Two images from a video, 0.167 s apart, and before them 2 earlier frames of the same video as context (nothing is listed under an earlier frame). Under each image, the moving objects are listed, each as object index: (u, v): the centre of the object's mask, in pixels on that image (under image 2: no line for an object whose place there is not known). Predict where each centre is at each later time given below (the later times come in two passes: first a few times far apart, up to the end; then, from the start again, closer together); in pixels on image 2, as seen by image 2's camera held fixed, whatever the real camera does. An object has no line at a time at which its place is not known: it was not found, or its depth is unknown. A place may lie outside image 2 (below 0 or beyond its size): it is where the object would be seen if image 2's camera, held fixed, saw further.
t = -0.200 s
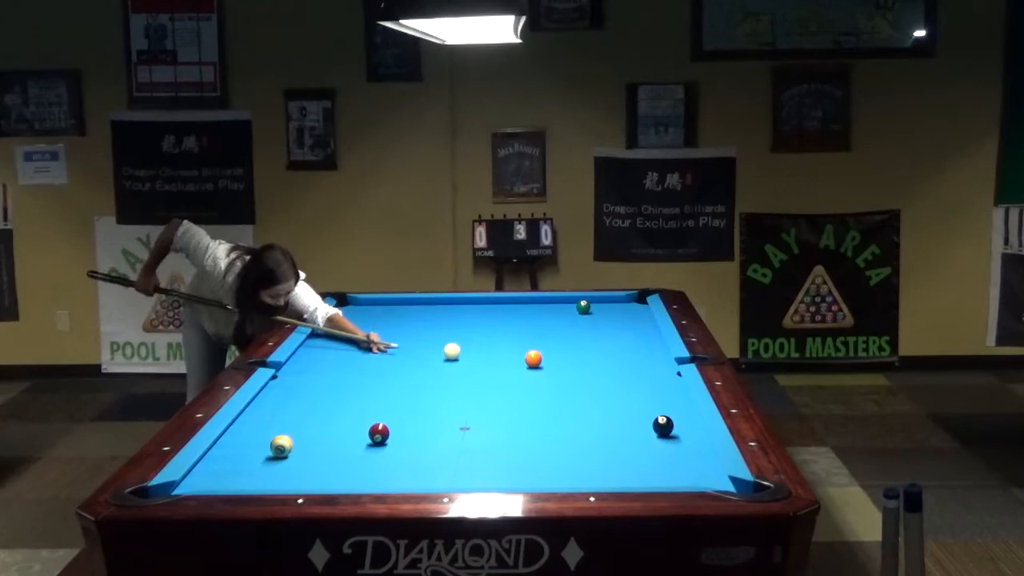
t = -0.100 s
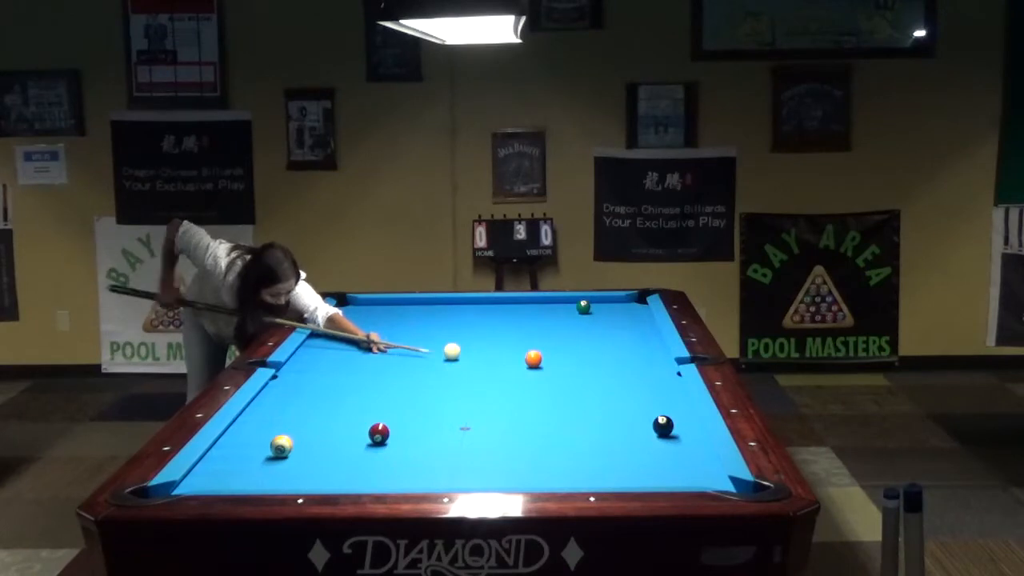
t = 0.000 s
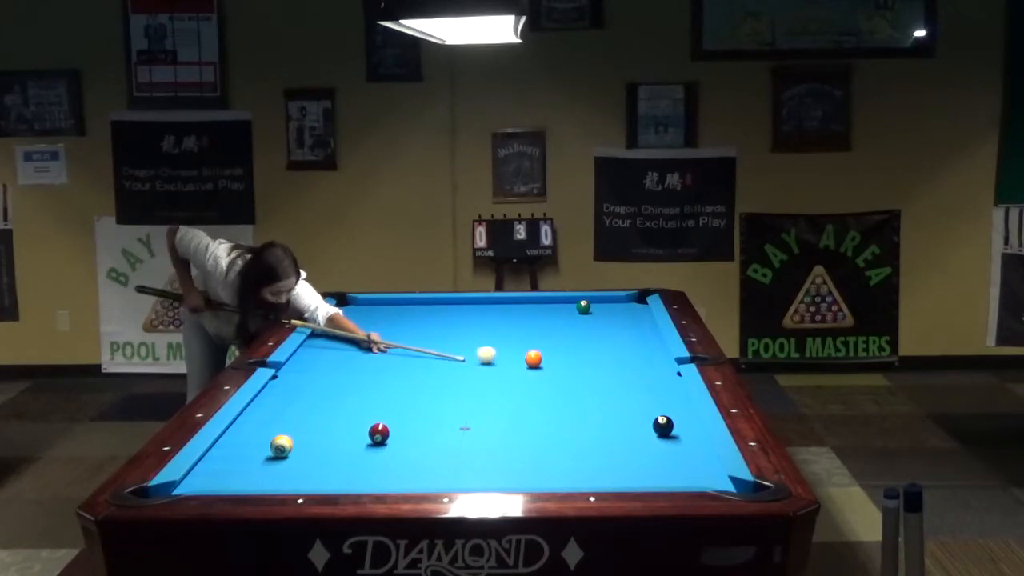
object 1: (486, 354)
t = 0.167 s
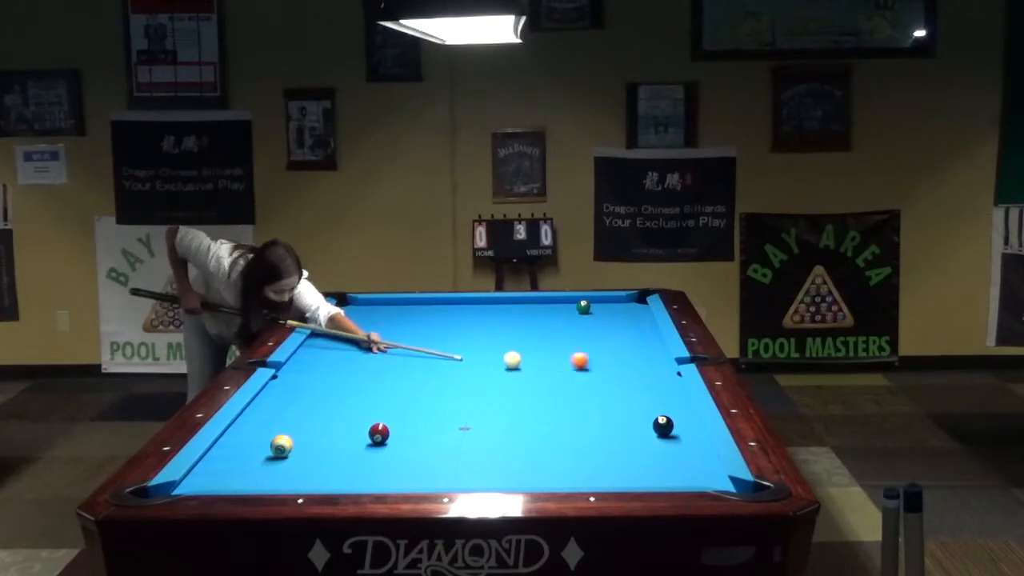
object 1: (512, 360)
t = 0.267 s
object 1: (504, 361)
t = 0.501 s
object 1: (487, 364)
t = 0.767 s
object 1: (468, 366)
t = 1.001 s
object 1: (453, 368)
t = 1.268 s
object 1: (436, 370)
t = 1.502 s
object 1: (423, 372)
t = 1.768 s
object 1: (409, 373)
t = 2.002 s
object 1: (398, 375)
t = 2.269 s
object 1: (387, 376)
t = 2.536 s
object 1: (377, 377)
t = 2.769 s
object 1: (369, 378)
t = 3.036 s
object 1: (362, 379)
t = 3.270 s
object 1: (357, 379)
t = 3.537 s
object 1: (353, 379)
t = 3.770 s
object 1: (350, 379)
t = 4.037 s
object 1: (349, 380)
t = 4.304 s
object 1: (349, 380)
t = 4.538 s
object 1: (349, 380)
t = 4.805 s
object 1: (349, 380)
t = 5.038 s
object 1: (350, 379)
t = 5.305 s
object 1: (349, 379)
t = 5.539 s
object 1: (349, 380)
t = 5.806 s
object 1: (349, 380)
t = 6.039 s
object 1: (349, 380)
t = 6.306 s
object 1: (349, 380)
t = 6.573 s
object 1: (349, 379)
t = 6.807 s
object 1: (349, 379)
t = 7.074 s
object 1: (349, 380)
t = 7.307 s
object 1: (349, 380)
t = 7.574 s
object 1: (349, 379)
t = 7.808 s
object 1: (349, 380)
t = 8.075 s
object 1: (349, 380)
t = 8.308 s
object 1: (349, 380)
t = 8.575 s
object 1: (349, 380)
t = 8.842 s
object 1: (349, 380)
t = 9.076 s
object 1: (349, 380)
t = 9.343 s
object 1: (349, 380)
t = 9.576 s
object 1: (349, 380)
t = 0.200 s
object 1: (510, 360)
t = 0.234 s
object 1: (507, 361)
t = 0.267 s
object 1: (504, 361)
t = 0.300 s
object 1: (502, 361)
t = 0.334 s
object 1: (499, 362)
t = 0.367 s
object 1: (497, 362)
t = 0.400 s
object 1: (494, 363)
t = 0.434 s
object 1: (492, 363)
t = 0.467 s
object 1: (489, 363)
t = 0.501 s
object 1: (487, 364)
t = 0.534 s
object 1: (485, 364)
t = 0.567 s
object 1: (482, 364)
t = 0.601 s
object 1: (480, 364)
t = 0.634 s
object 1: (477, 365)
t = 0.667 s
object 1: (475, 365)
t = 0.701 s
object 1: (473, 365)
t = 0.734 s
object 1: (470, 366)
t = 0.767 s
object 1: (468, 366)
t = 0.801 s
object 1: (466, 367)
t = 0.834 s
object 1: (464, 367)
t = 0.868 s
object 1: (461, 367)
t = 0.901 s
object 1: (459, 367)
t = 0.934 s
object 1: (457, 368)
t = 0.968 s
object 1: (455, 368)
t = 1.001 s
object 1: (453, 368)
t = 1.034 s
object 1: (451, 369)
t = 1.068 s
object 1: (449, 368)
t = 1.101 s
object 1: (447, 369)
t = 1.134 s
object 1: (445, 369)
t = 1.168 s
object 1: (442, 369)
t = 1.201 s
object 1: (440, 370)
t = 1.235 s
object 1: (438, 370)
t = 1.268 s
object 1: (436, 370)
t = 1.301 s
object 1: (435, 370)
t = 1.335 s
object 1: (433, 370)
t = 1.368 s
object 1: (431, 371)
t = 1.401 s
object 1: (429, 371)
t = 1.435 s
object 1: (427, 371)
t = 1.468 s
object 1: (425, 371)
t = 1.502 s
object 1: (423, 372)
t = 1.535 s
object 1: (421, 372)
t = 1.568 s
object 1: (419, 372)
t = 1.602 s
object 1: (418, 373)
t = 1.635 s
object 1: (416, 373)
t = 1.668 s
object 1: (414, 373)
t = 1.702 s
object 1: (412, 373)
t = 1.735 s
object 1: (411, 373)
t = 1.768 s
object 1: (409, 373)
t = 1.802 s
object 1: (407, 374)
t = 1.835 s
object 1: (406, 374)
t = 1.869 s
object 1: (404, 374)
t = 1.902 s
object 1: (403, 374)
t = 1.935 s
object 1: (401, 374)
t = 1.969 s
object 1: (400, 374)
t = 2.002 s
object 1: (398, 375)
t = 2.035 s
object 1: (396, 375)
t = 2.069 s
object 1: (395, 375)
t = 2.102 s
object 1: (393, 376)
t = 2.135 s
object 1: (392, 376)
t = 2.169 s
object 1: (391, 375)
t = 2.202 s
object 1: (389, 376)
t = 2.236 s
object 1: (388, 376)
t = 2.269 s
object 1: (387, 376)
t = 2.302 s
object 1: (385, 376)
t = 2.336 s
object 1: (384, 376)
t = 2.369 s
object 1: (383, 377)
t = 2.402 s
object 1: (381, 377)
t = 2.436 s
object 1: (380, 377)
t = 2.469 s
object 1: (379, 377)
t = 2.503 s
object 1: (378, 377)
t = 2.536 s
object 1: (377, 377)
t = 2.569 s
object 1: (375, 377)
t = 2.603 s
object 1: (374, 377)
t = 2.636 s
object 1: (373, 378)
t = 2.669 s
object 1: (372, 378)
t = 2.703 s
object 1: (371, 378)
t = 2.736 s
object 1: (370, 378)
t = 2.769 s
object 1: (369, 378)
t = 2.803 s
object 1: (368, 378)
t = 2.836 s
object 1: (367, 378)
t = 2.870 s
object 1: (366, 378)
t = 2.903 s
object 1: (365, 378)
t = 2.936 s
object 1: (364, 378)
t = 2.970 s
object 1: (363, 378)
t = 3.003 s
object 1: (362, 378)
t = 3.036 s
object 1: (362, 379)
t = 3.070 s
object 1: (361, 379)
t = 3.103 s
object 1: (360, 379)
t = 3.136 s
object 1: (359, 379)
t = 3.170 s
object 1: (359, 379)
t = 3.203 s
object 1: (358, 379)
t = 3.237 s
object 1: (357, 379)
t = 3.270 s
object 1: (357, 379)
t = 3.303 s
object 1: (356, 379)
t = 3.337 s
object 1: (356, 379)
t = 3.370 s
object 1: (355, 379)
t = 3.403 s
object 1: (355, 379)
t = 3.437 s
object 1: (354, 379)
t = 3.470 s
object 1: (354, 379)
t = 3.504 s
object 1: (353, 379)
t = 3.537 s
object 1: (353, 379)
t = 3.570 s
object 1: (352, 379)
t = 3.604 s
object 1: (352, 379)
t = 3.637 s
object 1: (352, 379)
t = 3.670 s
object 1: (351, 379)
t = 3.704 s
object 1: (351, 379)
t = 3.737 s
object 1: (351, 379)
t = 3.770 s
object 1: (350, 379)
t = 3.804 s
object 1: (350, 379)
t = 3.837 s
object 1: (350, 380)
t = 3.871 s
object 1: (350, 379)
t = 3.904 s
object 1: (350, 380)
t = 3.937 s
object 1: (350, 380)
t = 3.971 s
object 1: (350, 380)
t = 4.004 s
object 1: (349, 380)
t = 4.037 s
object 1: (349, 380)
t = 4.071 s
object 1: (349, 380)
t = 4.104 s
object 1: (349, 380)
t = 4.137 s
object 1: (349, 380)
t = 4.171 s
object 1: (349, 380)
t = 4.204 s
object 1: (349, 380)
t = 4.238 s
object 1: (349, 380)
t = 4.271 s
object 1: (349, 380)
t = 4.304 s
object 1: (349, 380)
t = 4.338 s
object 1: (349, 380)
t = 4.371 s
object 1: (349, 380)
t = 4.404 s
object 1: (349, 380)
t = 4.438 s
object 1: (349, 380)
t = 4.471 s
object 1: (349, 380)
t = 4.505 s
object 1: (349, 380)
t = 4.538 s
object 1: (349, 380)
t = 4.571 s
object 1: (349, 379)
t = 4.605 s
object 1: (349, 379)
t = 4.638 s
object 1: (349, 380)
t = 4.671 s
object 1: (349, 380)
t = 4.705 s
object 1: (349, 380)
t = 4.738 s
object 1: (349, 380)
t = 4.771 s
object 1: (349, 380)
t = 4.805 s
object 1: (349, 380)
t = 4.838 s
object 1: (349, 380)
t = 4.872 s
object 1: (349, 380)
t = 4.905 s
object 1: (349, 380)
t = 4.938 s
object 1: (349, 380)
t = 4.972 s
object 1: (349, 380)
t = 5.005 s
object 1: (349, 379)
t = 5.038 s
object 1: (350, 379)
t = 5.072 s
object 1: (353, 378)
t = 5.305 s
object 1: (349, 379)
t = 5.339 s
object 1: (349, 379)
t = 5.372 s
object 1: (349, 380)
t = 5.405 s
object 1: (349, 379)
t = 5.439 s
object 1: (349, 379)
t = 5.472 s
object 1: (349, 380)
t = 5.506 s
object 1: (349, 380)
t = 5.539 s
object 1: (349, 380)
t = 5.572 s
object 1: (349, 380)
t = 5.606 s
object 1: (349, 380)
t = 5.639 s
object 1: (349, 379)
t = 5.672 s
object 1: (349, 379)
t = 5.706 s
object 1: (349, 380)
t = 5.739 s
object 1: (349, 379)
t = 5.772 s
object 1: (349, 380)
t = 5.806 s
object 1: (349, 380)
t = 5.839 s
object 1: (349, 379)
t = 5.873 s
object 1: (349, 380)
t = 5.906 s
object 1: (349, 379)
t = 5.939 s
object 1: (349, 379)
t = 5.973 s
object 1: (349, 380)
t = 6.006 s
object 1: (349, 379)
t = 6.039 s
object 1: (349, 380)
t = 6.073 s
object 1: (349, 380)
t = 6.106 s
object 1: (349, 379)
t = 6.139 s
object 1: (349, 380)
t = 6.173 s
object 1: (349, 380)
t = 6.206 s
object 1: (349, 380)
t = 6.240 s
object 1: (349, 379)
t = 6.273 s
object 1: (349, 379)
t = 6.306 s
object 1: (349, 380)
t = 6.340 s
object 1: (349, 379)
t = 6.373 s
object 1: (349, 379)
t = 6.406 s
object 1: (349, 380)
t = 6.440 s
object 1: (349, 380)
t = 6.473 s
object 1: (349, 379)
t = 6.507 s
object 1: (349, 379)
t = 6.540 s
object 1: (349, 379)
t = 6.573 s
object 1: (349, 379)
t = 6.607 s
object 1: (349, 379)
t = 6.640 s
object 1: (349, 379)
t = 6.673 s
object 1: (349, 379)
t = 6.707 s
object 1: (349, 379)
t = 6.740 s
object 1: (349, 379)
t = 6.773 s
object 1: (349, 379)
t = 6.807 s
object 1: (349, 379)
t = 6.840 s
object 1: (349, 379)
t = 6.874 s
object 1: (349, 380)
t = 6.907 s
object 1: (349, 379)
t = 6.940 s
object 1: (349, 379)
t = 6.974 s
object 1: (349, 380)
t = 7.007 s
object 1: (349, 380)
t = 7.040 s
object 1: (349, 380)
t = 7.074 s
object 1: (349, 380)
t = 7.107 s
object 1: (349, 380)
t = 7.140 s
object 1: (349, 380)
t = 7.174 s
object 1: (349, 380)
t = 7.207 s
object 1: (349, 380)
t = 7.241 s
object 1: (349, 380)
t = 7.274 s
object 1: (349, 380)
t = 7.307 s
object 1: (349, 380)
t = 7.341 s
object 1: (349, 379)
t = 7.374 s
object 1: (349, 379)
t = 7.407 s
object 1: (349, 379)
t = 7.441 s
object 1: (349, 380)
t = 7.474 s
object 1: (349, 379)
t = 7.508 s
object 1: (349, 380)
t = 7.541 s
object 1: (349, 379)
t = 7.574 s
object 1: (349, 379)
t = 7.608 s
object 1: (349, 379)
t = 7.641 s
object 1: (349, 380)
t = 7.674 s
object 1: (349, 380)
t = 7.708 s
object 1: (349, 379)
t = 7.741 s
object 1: (349, 379)
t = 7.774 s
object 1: (349, 379)
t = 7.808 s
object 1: (349, 380)
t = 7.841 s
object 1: (349, 379)
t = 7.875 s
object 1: (349, 380)
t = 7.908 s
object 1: (349, 380)
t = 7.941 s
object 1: (349, 380)
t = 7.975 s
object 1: (349, 380)
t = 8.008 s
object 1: (349, 380)
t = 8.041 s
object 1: (349, 380)
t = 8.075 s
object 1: (349, 380)
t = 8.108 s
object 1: (349, 380)
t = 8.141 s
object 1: (349, 380)
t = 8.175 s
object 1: (349, 380)
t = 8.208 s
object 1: (349, 380)
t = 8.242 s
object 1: (349, 380)
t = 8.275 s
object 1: (349, 380)
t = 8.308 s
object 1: (349, 380)
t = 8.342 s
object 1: (349, 380)
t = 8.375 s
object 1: (349, 380)
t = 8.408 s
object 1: (349, 380)
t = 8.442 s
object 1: (349, 380)
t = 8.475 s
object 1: (349, 380)
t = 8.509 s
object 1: (349, 380)
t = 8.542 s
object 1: (349, 380)
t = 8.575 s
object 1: (349, 380)
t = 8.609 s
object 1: (349, 380)
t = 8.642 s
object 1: (349, 380)
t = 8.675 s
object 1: (349, 380)
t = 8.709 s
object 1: (349, 380)
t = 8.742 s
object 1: (349, 380)
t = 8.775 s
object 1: (349, 380)
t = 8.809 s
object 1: (349, 380)
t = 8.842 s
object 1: (349, 380)
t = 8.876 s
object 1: (349, 380)
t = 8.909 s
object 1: (349, 380)
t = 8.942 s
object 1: (349, 380)
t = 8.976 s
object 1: (349, 380)
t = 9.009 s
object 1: (349, 380)
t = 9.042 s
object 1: (349, 380)
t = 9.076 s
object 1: (349, 380)
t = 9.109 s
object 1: (349, 380)
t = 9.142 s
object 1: (349, 380)
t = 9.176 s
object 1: (349, 380)
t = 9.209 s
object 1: (349, 380)
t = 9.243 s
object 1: (349, 380)
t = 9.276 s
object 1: (349, 380)
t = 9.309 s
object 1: (349, 380)
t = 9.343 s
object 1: (349, 380)
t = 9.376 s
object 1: (349, 380)
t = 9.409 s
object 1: (349, 380)
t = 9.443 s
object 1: (349, 380)
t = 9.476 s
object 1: (349, 380)
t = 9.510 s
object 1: (349, 380)
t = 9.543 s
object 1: (349, 380)
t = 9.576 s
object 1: (349, 380)
